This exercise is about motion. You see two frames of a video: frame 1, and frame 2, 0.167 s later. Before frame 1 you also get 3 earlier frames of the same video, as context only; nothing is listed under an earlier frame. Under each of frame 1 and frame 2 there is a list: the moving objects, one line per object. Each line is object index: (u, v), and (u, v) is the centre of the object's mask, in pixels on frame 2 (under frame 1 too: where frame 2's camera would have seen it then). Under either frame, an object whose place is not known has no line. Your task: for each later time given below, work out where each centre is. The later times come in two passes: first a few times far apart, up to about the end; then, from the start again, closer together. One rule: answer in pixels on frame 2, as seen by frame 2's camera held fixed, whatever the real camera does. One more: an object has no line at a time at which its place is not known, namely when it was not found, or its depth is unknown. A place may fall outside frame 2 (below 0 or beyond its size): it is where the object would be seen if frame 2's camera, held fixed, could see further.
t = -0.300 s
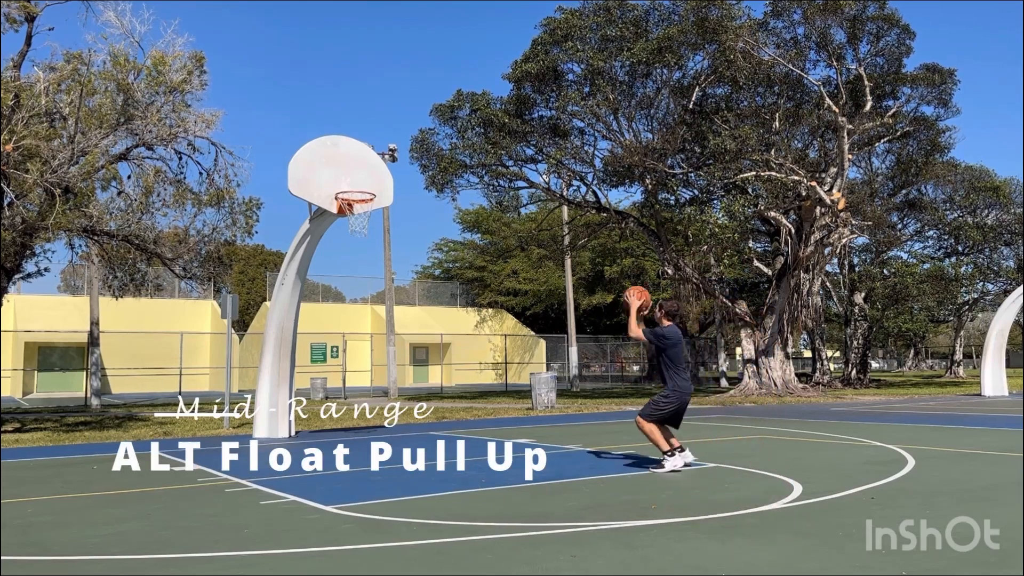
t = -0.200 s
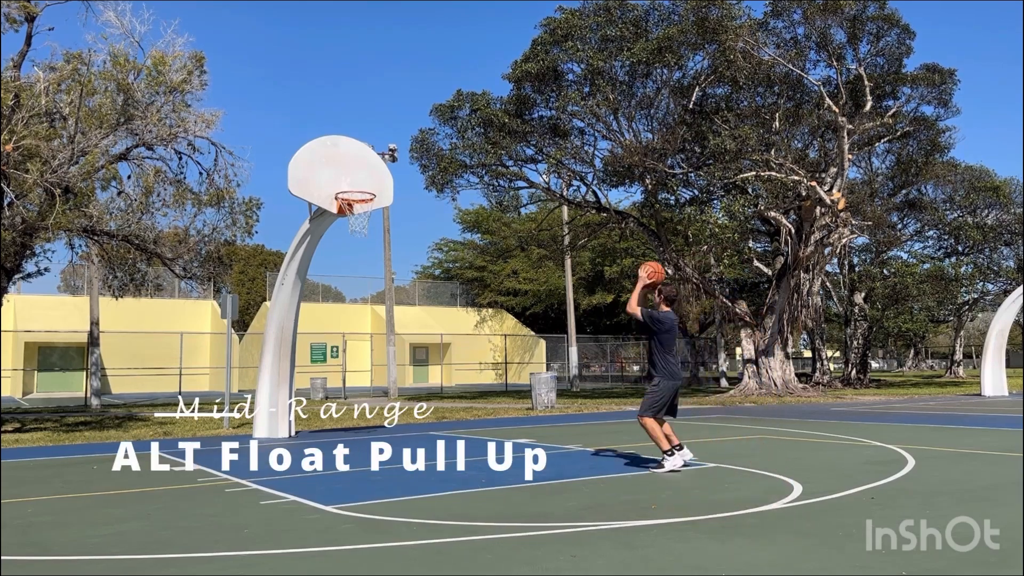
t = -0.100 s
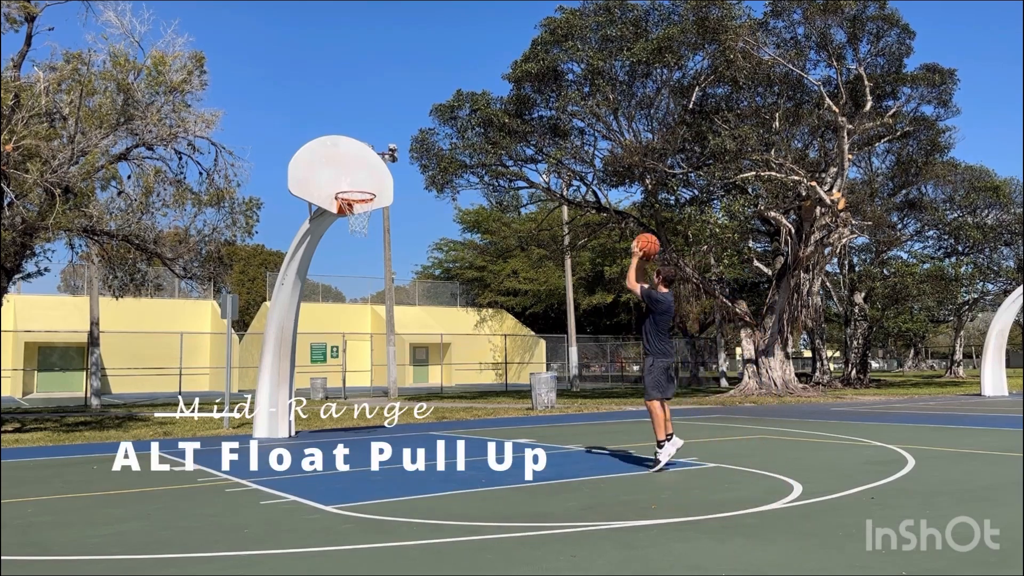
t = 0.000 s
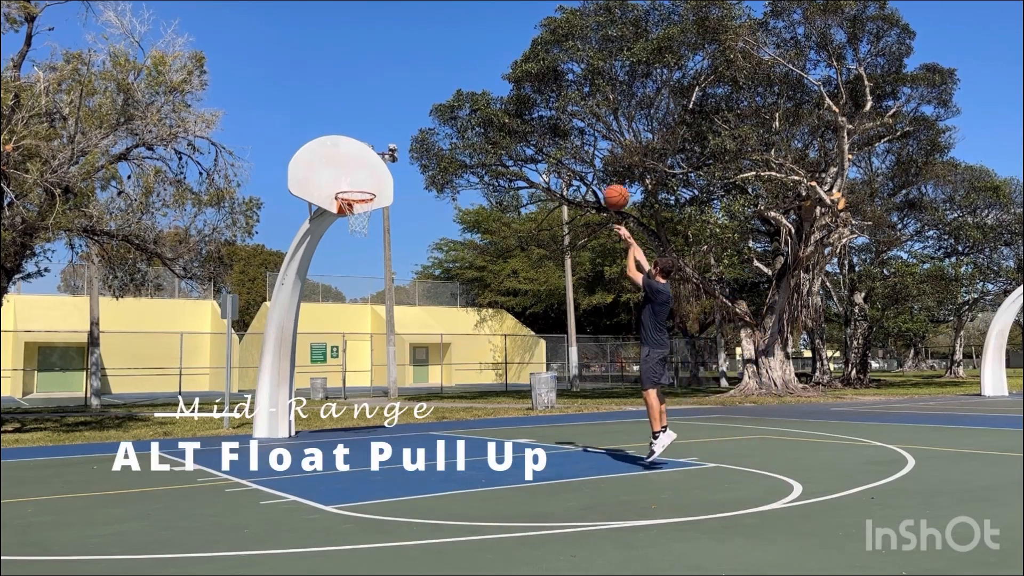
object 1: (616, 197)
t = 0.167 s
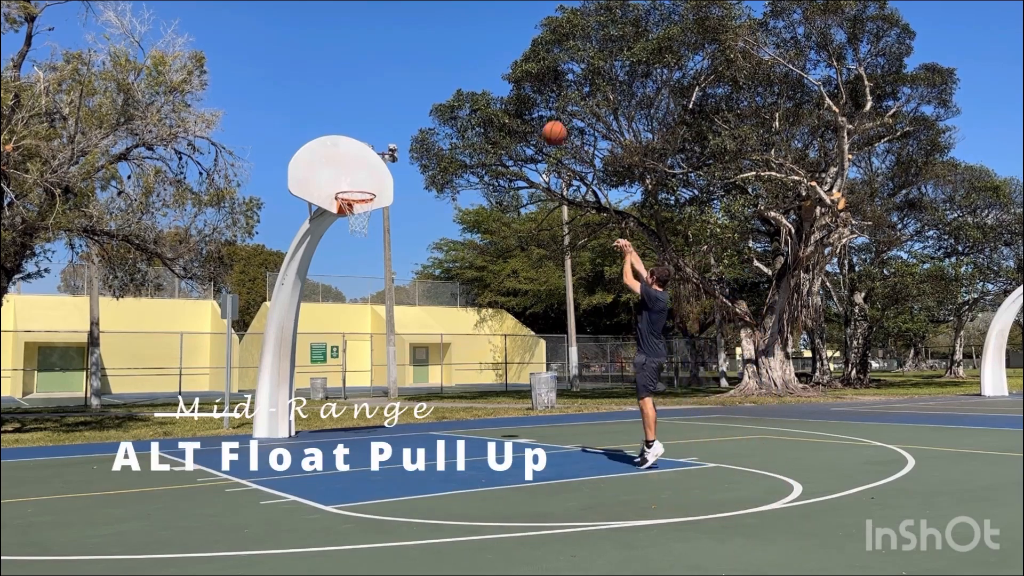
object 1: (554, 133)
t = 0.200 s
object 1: (543, 124)
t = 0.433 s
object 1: (471, 98)
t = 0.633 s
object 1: (417, 114)
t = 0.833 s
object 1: (369, 161)
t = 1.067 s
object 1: (362, 237)
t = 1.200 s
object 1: (379, 288)
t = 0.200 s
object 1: (543, 124)
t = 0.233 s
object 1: (532, 117)
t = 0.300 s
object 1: (511, 106)
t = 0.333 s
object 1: (501, 102)
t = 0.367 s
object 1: (490, 99)
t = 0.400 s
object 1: (480, 98)
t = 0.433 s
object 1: (471, 98)
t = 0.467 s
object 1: (461, 98)
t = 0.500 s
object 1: (452, 99)
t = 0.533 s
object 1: (443, 101)
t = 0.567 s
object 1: (434, 105)
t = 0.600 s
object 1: (426, 109)
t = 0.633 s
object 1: (417, 114)
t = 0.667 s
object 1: (409, 120)
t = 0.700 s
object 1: (401, 126)
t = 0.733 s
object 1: (393, 134)
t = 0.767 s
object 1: (385, 142)
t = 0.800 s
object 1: (377, 151)
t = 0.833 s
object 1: (369, 161)
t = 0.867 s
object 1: (362, 171)
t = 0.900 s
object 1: (355, 182)
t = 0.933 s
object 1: (348, 193)
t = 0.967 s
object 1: (349, 203)
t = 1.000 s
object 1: (352, 214)
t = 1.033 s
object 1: (357, 226)
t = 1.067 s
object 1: (362, 237)
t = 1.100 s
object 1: (366, 248)
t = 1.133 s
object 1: (371, 261)
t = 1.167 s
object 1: (375, 274)
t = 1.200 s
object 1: (379, 288)
